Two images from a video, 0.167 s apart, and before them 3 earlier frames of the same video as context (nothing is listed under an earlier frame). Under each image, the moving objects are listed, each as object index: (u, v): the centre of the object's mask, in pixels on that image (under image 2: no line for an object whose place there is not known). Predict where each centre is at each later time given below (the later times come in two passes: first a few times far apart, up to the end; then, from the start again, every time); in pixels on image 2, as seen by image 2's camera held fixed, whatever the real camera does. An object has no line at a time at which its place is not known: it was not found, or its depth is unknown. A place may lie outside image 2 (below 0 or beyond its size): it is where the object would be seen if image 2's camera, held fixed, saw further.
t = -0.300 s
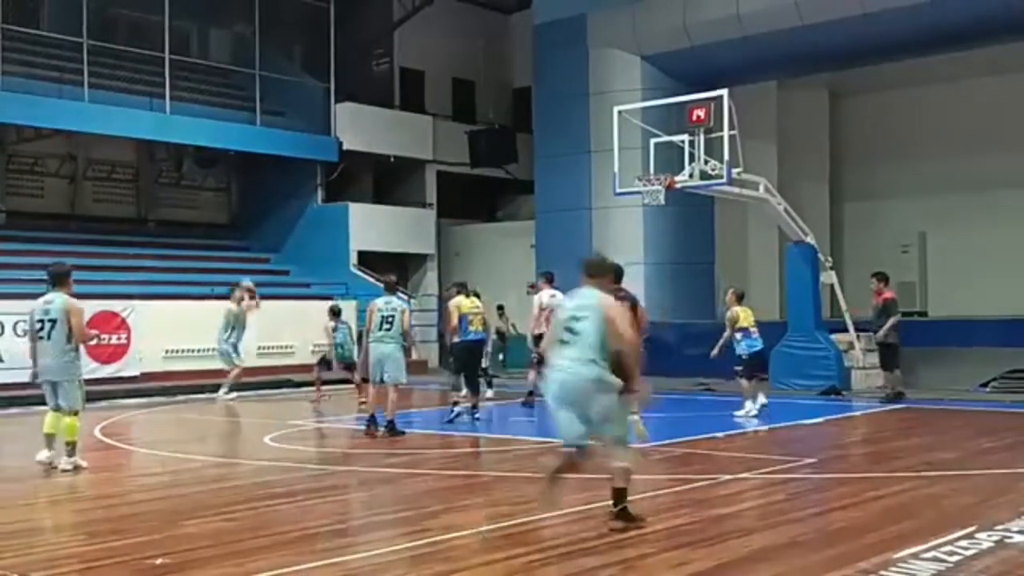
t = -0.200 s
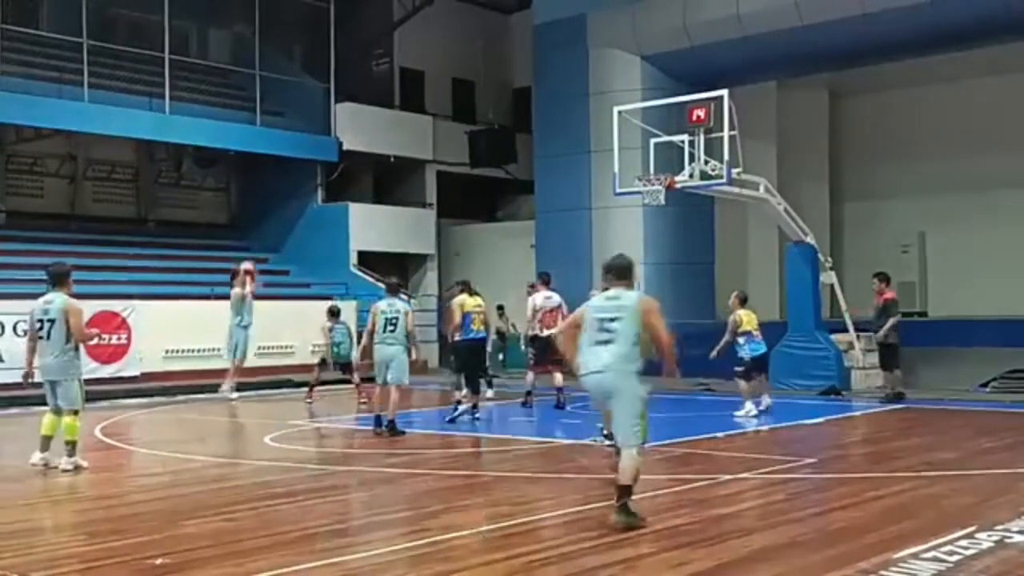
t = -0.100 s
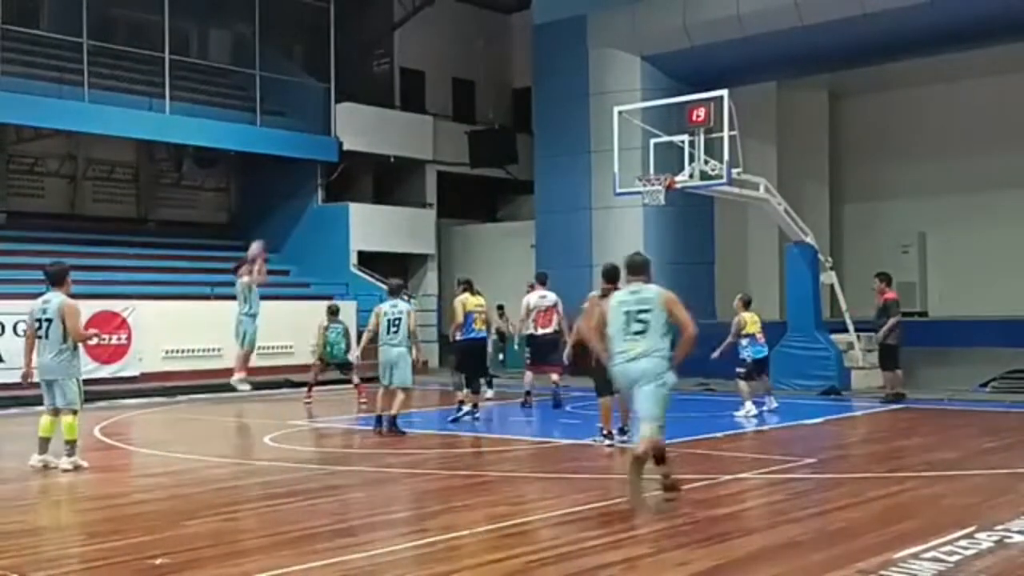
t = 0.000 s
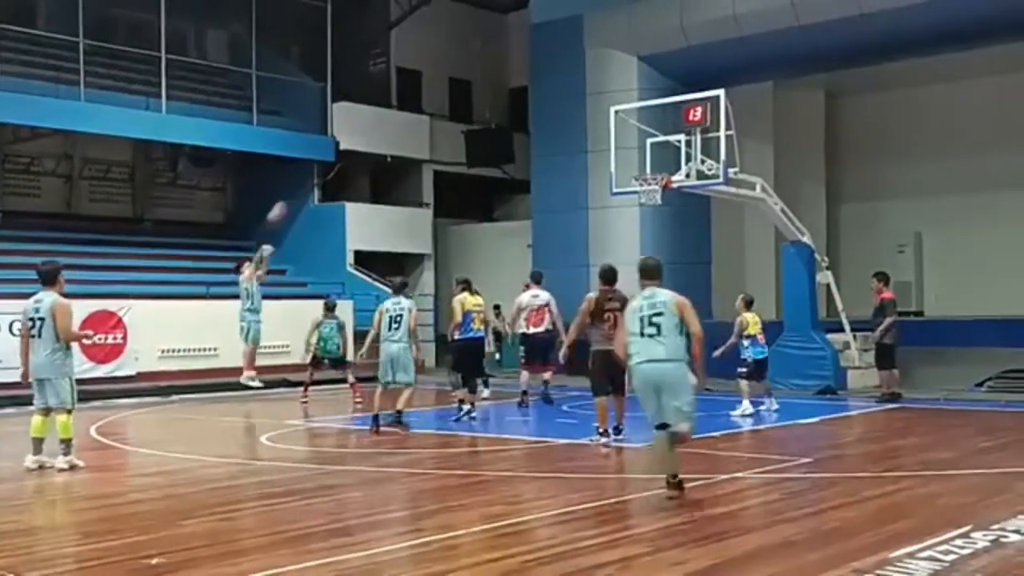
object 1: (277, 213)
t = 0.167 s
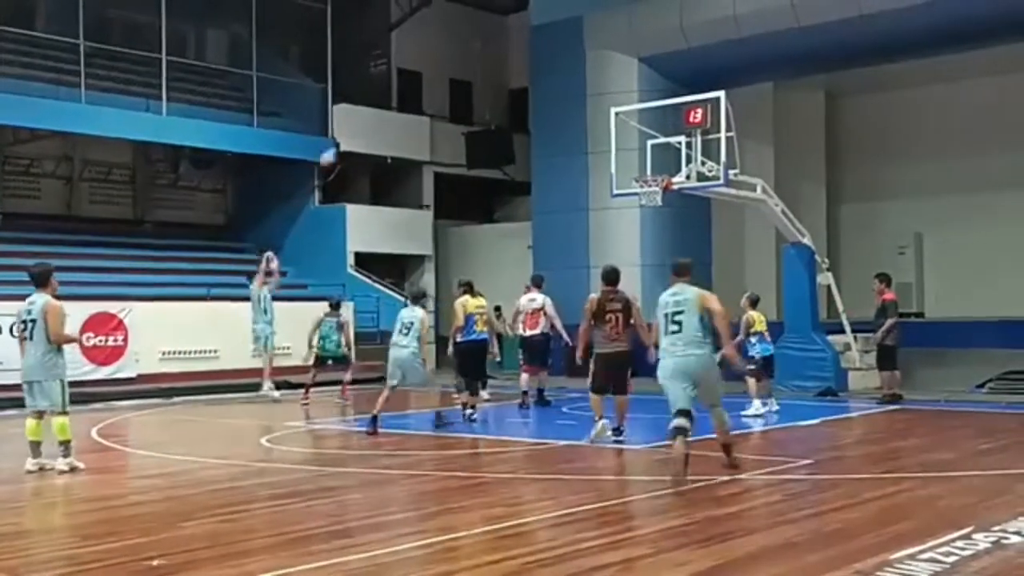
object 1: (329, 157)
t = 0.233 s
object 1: (349, 138)
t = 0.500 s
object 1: (433, 94)
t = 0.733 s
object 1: (514, 93)
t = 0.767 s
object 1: (523, 95)
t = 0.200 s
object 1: (338, 150)
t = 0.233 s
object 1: (349, 138)
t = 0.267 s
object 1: (359, 131)
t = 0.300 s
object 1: (368, 125)
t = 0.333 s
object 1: (379, 117)
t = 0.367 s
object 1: (391, 110)
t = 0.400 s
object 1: (401, 106)
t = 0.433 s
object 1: (413, 103)
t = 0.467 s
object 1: (422, 98)
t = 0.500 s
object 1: (433, 94)
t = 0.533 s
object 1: (445, 91)
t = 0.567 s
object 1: (455, 91)
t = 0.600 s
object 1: (466, 89)
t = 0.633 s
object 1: (478, 88)
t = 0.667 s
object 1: (489, 90)
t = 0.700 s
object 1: (502, 91)
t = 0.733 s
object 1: (514, 93)
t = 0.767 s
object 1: (523, 95)
